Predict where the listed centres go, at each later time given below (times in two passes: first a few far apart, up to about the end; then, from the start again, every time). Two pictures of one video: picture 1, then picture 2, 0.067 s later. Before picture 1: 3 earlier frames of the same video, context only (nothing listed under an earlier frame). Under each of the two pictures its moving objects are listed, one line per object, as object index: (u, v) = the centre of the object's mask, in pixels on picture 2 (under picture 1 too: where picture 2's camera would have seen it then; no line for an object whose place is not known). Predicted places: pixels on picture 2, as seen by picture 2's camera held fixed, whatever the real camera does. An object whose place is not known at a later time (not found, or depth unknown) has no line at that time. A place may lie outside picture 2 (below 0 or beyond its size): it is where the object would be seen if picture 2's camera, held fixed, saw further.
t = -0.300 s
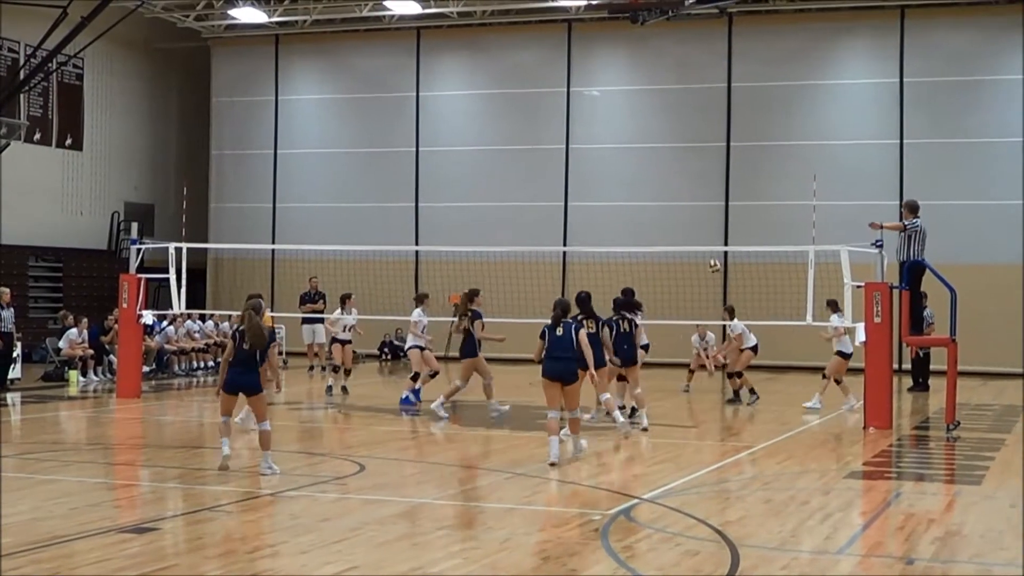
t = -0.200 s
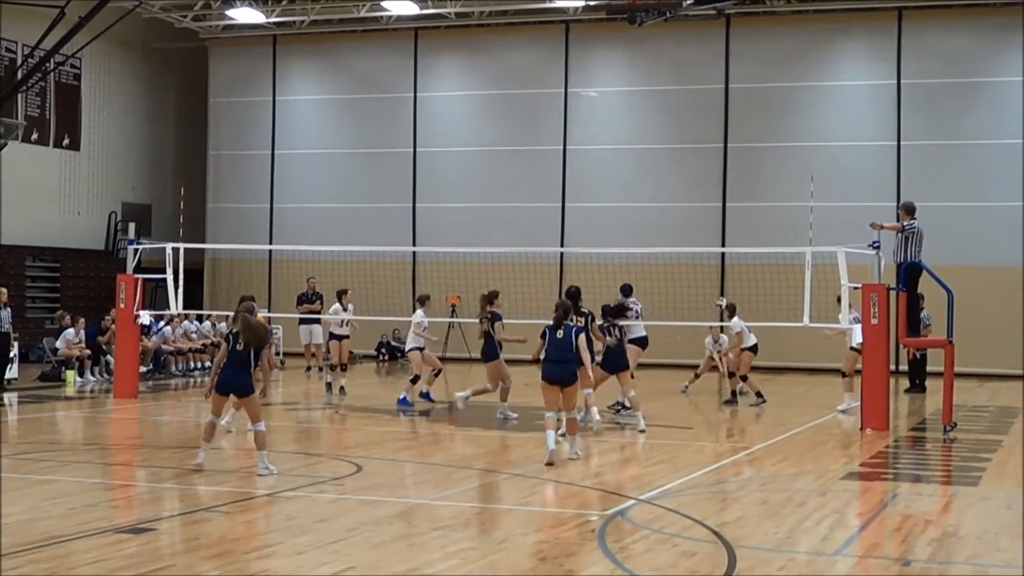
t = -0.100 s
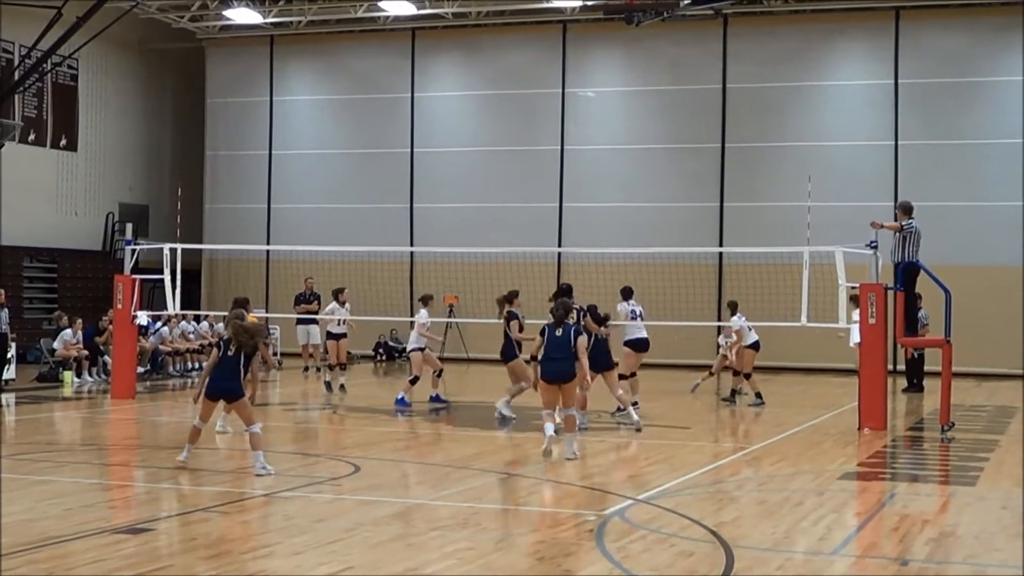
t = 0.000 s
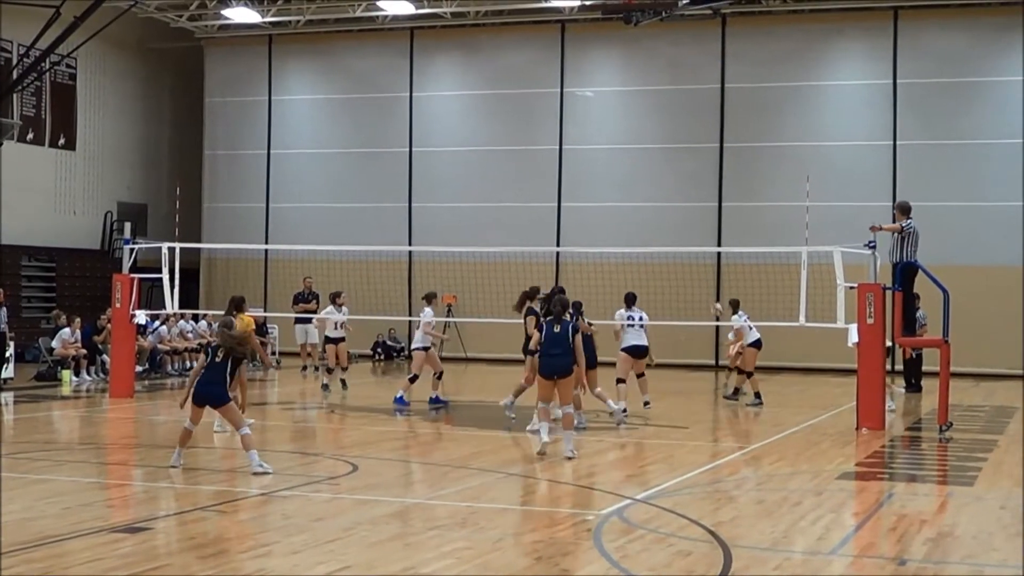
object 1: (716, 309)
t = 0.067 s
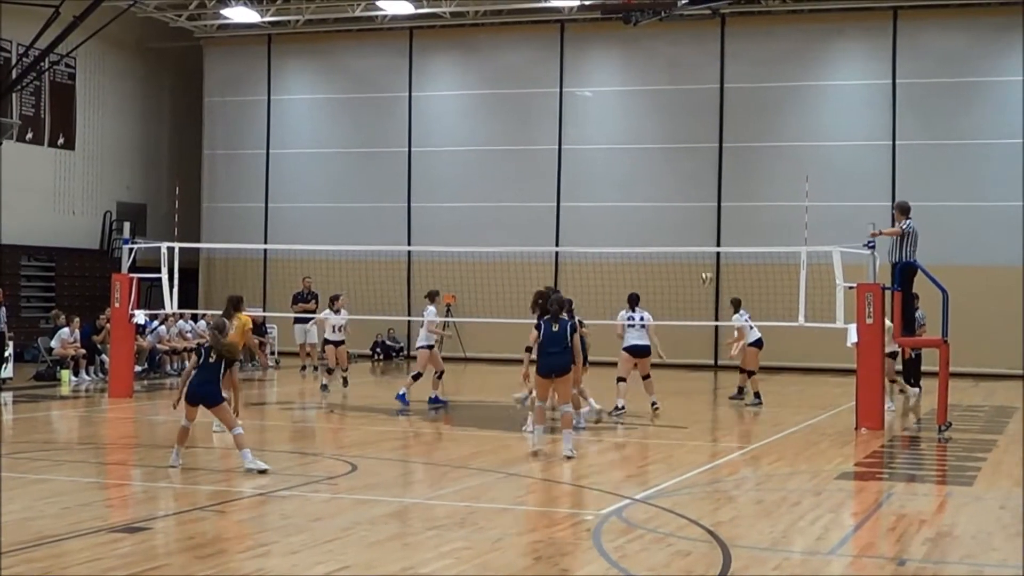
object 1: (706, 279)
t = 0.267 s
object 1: (679, 203)
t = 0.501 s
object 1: (646, 145)
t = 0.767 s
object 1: (607, 120)
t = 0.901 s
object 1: (588, 123)
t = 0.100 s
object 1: (703, 264)
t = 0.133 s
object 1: (699, 252)
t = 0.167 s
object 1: (695, 237)
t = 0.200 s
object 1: (688, 226)
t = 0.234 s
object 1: (683, 214)
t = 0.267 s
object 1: (679, 203)
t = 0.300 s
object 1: (674, 193)
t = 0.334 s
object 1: (670, 184)
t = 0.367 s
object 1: (665, 176)
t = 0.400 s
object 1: (660, 167)
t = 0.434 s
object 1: (655, 159)
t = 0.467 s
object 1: (649, 152)
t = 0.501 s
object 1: (646, 145)
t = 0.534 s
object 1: (641, 140)
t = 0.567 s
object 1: (636, 135)
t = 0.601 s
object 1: (631, 131)
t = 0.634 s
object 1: (625, 128)
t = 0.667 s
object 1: (622, 125)
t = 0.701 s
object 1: (616, 123)
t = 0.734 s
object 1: (611, 121)
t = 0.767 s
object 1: (607, 120)
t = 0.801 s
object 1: (602, 119)
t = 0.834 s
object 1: (598, 120)
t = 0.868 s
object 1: (593, 120)
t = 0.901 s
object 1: (588, 123)
